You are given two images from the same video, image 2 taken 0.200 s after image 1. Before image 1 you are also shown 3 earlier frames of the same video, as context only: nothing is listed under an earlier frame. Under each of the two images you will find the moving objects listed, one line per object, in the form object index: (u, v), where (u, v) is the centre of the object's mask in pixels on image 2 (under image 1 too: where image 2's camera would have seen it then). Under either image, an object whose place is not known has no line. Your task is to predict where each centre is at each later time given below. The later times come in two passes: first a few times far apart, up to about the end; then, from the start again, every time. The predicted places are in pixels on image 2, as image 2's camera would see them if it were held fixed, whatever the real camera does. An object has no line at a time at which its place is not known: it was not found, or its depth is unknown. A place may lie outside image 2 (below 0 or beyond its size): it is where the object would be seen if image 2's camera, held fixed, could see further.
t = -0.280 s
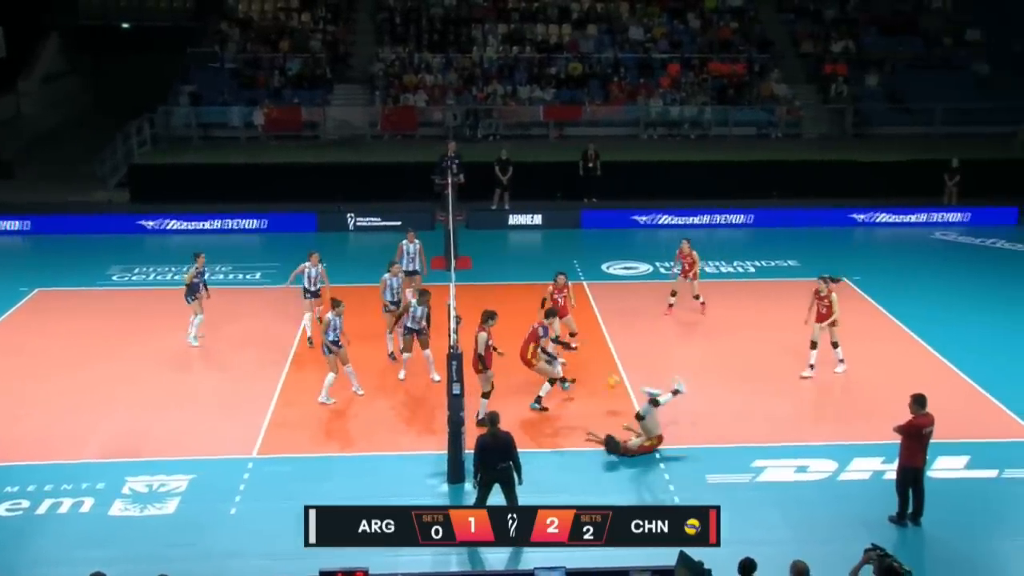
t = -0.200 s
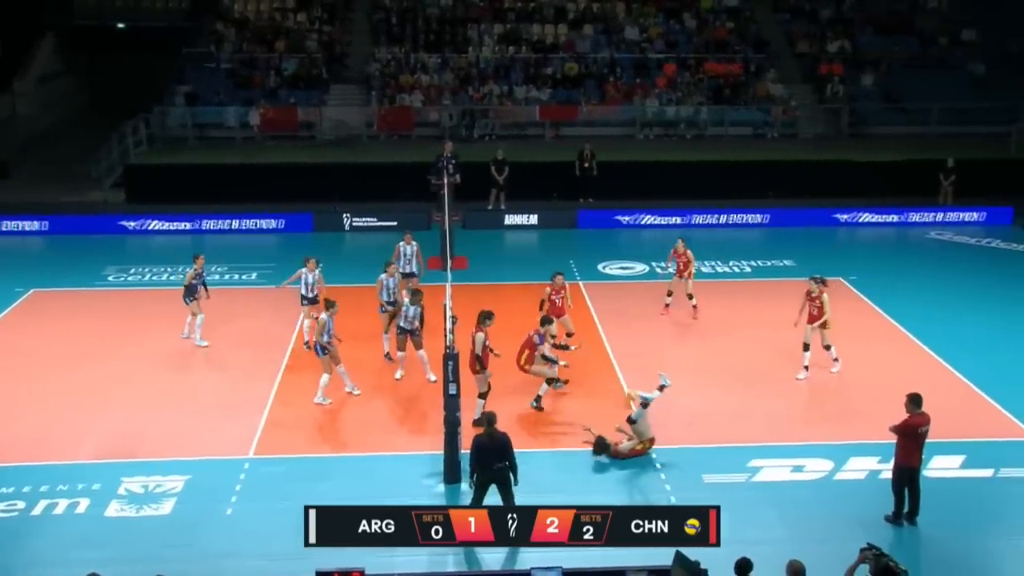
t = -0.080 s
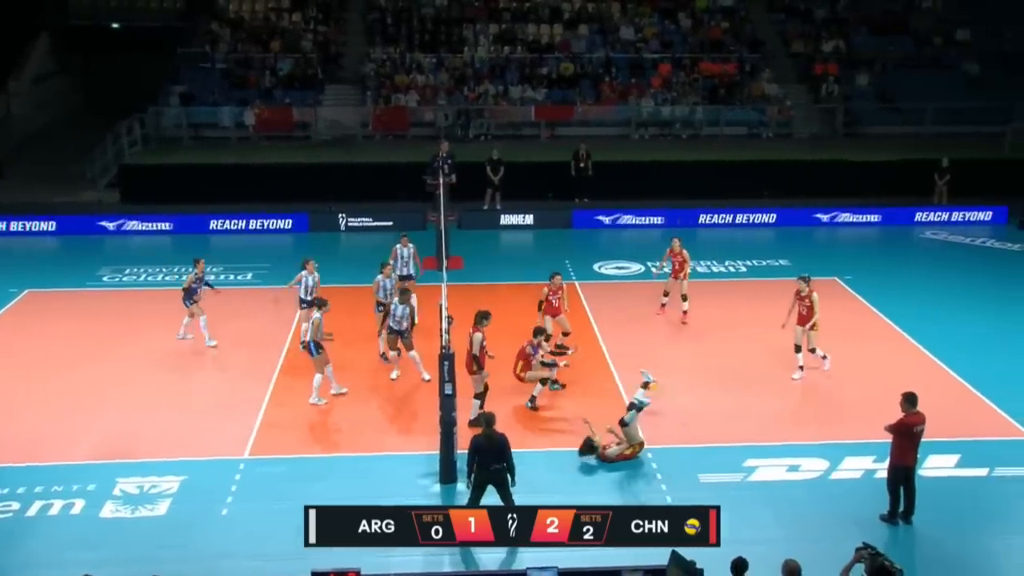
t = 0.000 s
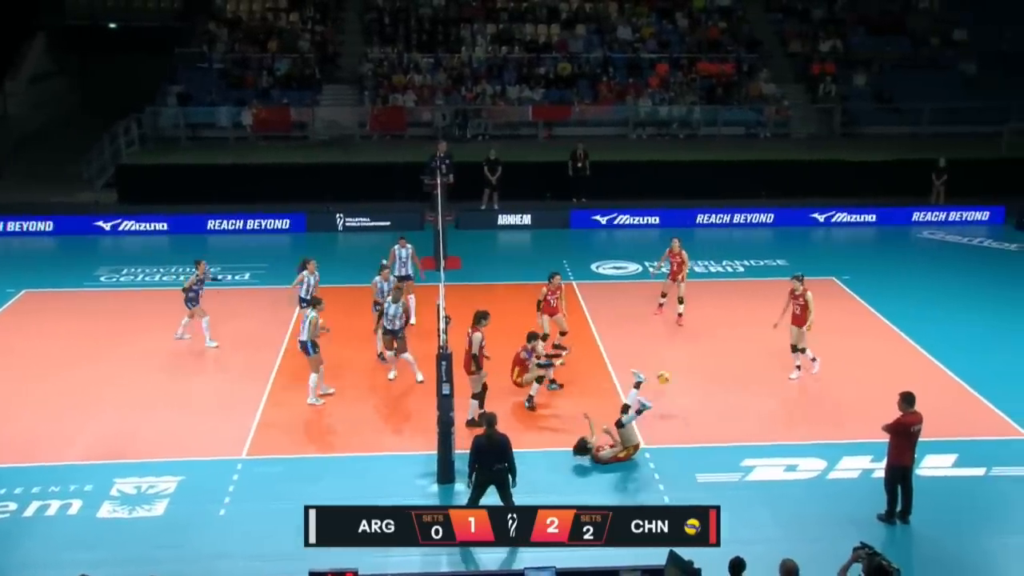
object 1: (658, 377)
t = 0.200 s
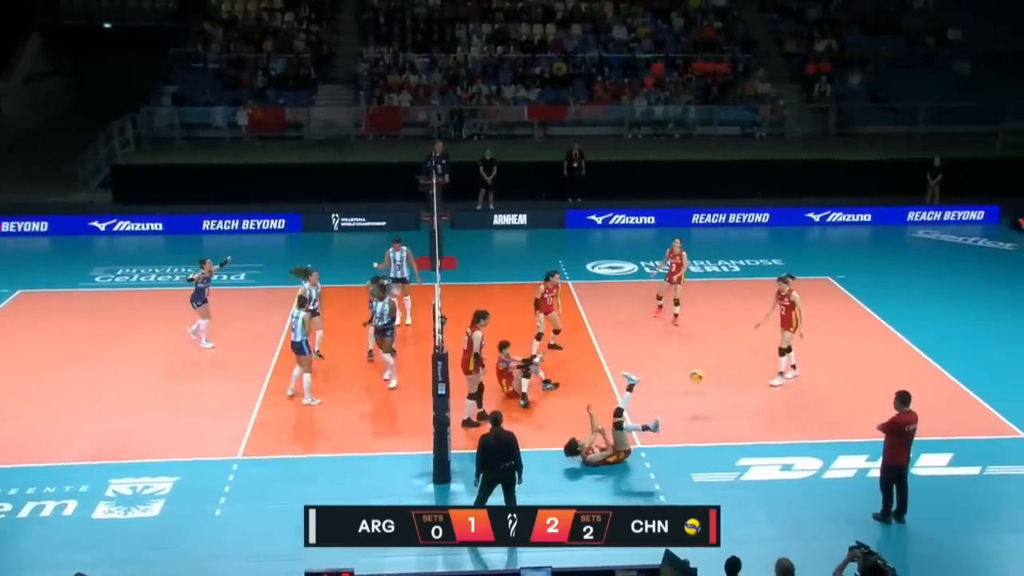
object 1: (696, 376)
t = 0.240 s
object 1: (703, 377)
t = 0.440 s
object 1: (739, 397)
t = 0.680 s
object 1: (782, 382)
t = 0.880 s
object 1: (815, 395)
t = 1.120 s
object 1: (856, 390)
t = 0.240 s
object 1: (703, 377)
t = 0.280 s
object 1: (711, 381)
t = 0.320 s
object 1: (718, 385)
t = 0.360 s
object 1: (724, 388)
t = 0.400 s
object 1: (732, 396)
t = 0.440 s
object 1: (739, 397)
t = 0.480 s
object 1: (746, 393)
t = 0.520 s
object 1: (753, 390)
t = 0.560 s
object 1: (760, 386)
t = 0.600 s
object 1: (769, 383)
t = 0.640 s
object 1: (775, 382)
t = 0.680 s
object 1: (782, 382)
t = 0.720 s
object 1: (788, 383)
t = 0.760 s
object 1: (796, 386)
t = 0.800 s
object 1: (801, 387)
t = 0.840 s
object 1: (809, 391)
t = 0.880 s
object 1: (815, 395)
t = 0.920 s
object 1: (821, 401)
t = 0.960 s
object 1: (829, 397)
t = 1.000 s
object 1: (835, 394)
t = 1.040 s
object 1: (843, 391)
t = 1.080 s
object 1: (849, 391)
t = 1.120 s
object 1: (856, 390)
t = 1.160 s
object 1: (862, 391)
